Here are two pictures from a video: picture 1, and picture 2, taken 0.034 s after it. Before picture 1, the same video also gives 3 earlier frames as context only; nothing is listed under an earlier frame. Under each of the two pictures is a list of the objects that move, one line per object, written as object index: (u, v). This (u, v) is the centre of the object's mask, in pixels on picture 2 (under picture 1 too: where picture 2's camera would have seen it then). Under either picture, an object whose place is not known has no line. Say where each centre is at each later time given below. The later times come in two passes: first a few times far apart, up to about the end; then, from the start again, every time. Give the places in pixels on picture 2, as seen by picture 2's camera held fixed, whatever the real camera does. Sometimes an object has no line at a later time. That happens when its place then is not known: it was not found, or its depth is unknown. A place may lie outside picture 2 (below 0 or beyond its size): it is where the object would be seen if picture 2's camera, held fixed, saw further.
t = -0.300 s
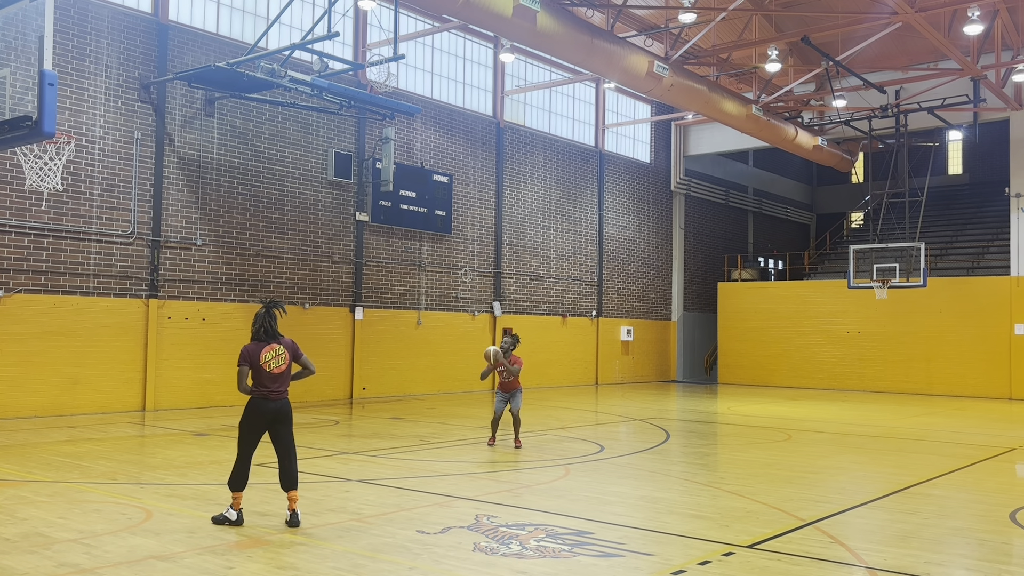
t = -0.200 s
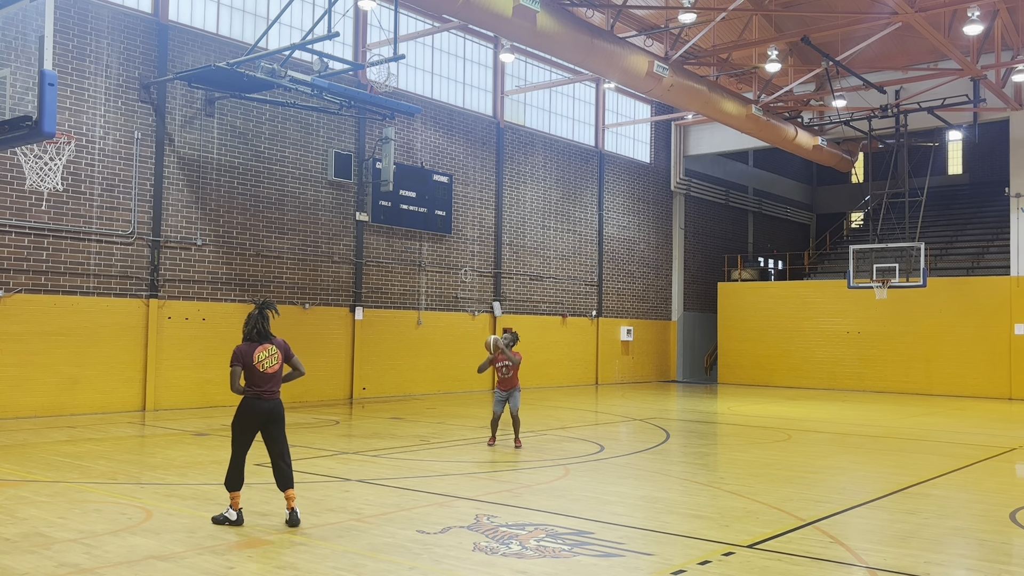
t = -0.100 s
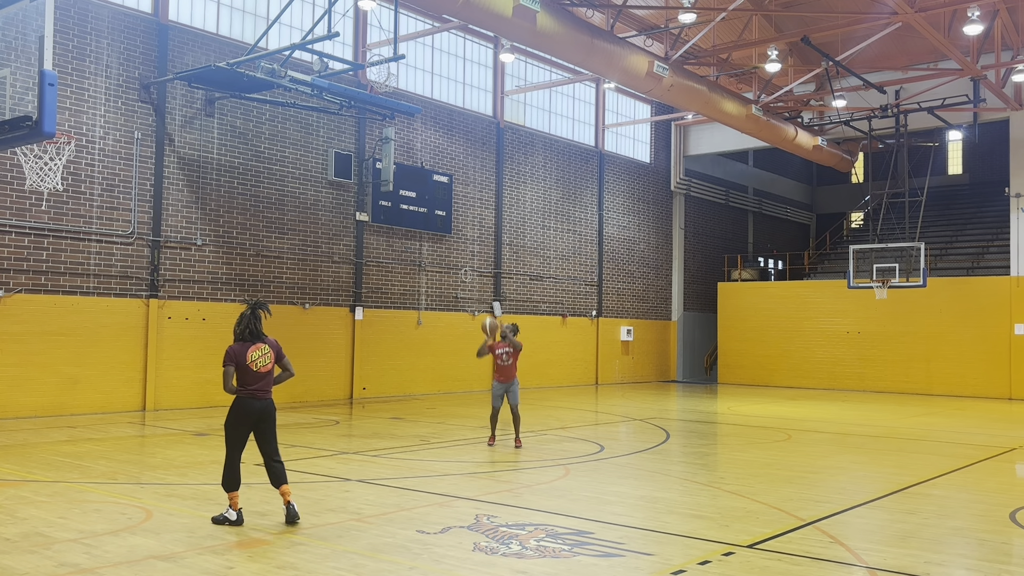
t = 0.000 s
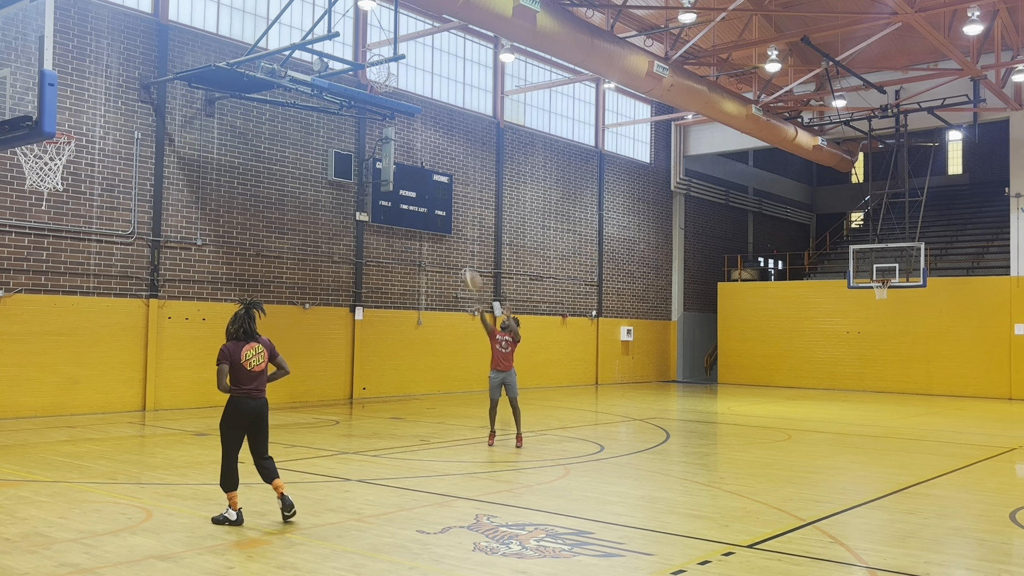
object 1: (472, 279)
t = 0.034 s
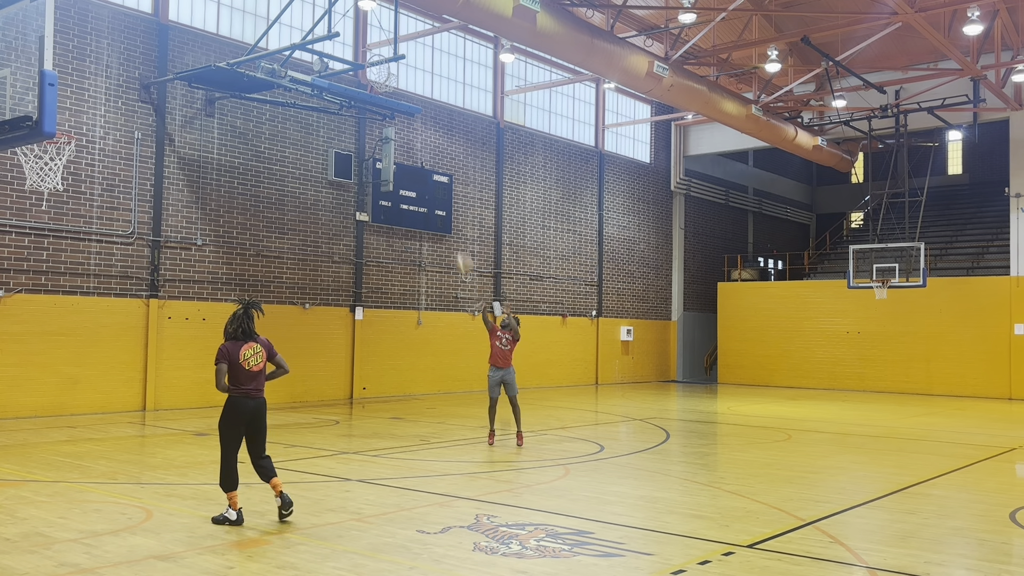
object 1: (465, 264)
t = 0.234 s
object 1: (412, 174)
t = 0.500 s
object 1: (327, 87)
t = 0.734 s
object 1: (236, 52)
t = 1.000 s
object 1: (110, 75)
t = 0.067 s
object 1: (455, 246)
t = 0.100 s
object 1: (447, 230)
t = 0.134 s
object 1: (438, 216)
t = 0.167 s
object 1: (430, 200)
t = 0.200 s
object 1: (421, 187)
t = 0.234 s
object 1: (412, 174)
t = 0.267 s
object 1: (402, 161)
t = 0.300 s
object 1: (392, 148)
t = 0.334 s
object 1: (382, 135)
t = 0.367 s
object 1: (371, 123)
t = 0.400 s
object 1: (361, 113)
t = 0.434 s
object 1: (351, 104)
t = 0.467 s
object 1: (339, 95)
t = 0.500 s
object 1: (327, 87)
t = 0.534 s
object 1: (317, 80)
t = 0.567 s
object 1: (303, 73)
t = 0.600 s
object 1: (291, 66)
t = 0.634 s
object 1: (279, 62)
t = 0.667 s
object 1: (266, 58)
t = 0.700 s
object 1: (251, 55)
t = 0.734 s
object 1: (236, 52)
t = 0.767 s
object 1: (224, 51)
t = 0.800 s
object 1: (209, 50)
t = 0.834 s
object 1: (194, 50)
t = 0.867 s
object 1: (177, 54)
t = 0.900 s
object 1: (162, 58)
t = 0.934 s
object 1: (145, 62)
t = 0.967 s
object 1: (129, 67)
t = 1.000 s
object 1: (110, 75)
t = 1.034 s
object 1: (92, 84)
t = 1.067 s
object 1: (72, 95)
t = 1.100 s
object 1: (62, 106)
